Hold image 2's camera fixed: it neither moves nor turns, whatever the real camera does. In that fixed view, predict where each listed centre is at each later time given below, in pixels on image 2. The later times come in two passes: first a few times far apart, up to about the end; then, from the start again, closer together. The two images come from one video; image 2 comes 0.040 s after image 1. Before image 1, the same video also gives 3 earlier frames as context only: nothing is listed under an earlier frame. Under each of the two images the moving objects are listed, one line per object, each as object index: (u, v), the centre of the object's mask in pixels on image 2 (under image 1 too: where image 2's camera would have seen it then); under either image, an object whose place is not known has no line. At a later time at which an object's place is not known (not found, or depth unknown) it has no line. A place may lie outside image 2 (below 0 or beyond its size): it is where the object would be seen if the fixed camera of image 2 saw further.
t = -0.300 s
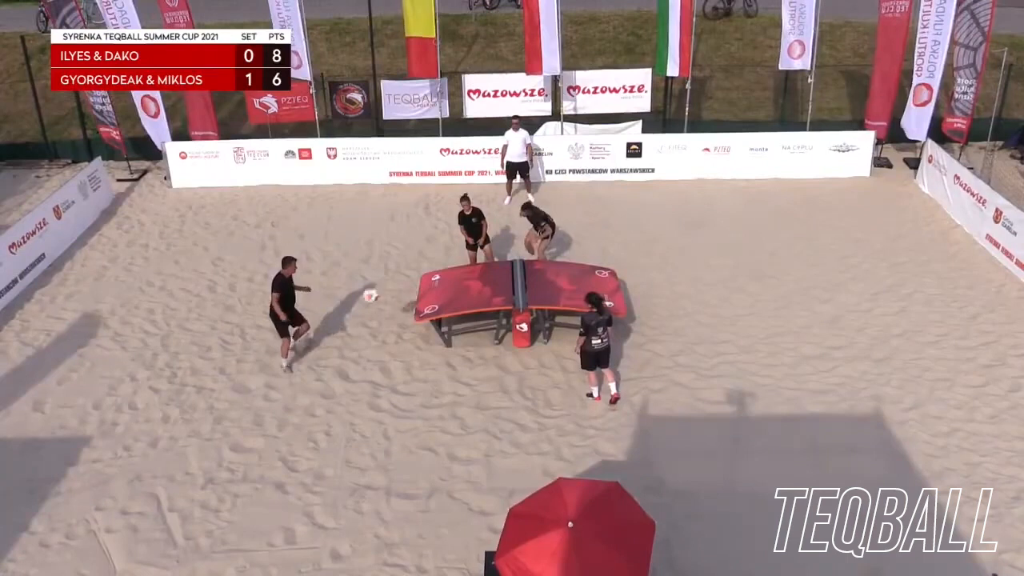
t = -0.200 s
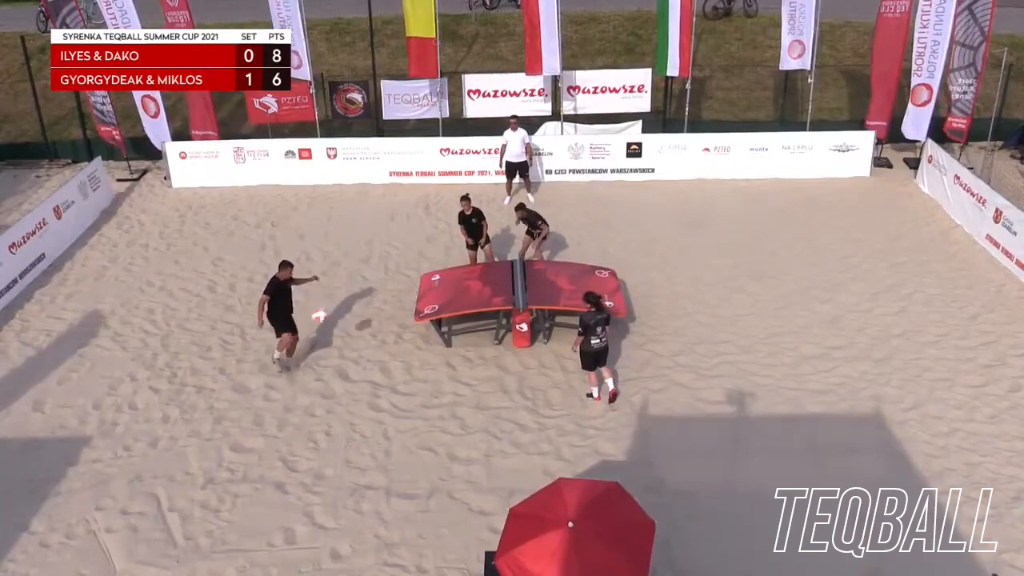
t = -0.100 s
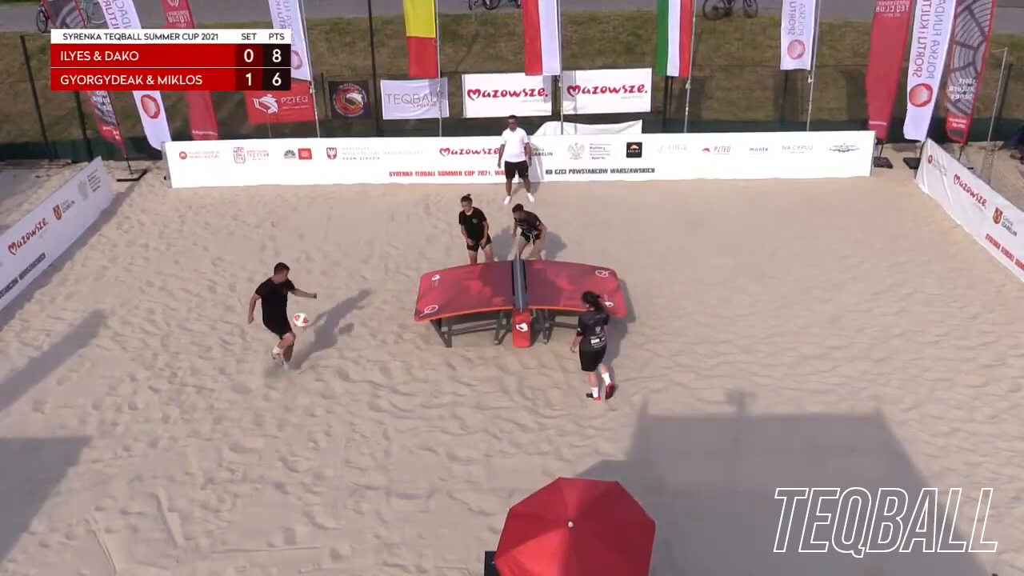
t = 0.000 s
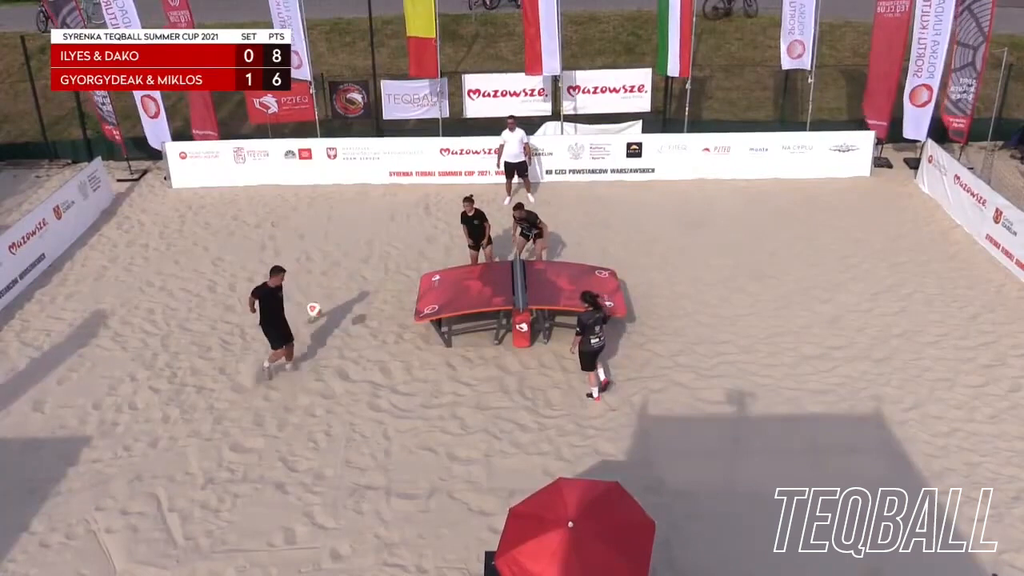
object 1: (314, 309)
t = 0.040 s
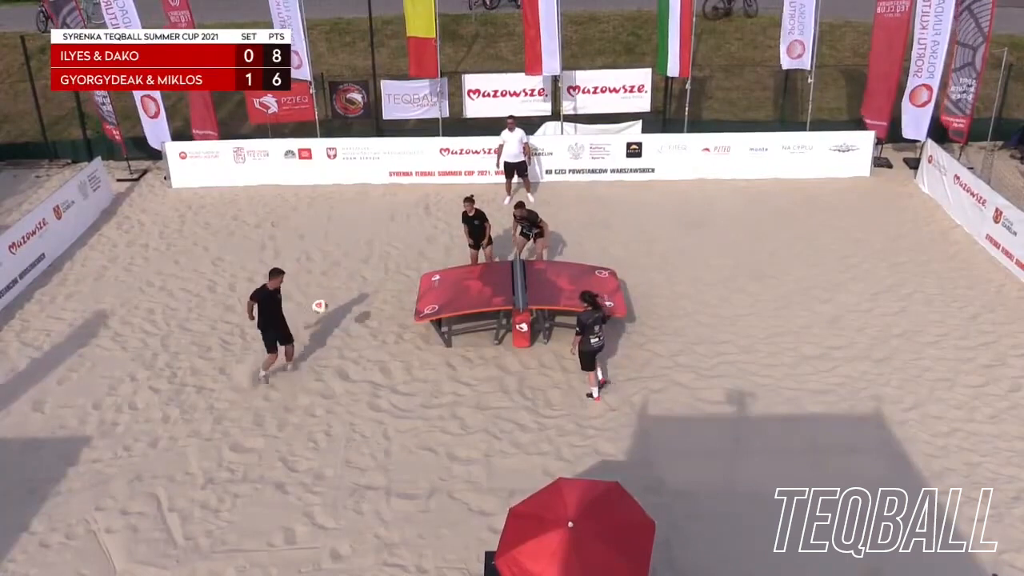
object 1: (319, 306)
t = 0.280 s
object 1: (352, 311)
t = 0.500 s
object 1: (371, 314)
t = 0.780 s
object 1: (384, 302)
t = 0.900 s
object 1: (387, 298)
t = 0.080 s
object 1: (325, 305)
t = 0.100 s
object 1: (328, 304)
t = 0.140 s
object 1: (334, 304)
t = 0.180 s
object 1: (338, 305)
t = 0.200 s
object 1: (341, 306)
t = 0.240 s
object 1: (347, 308)
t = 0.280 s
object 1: (352, 311)
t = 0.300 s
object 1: (355, 313)
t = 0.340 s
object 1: (360, 317)
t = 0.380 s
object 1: (365, 321)
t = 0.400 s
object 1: (367, 320)
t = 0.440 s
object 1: (369, 318)
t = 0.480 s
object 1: (371, 315)
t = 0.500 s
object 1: (371, 314)
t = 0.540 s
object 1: (373, 313)
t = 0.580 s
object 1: (375, 311)
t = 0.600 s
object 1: (377, 309)
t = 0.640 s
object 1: (378, 307)
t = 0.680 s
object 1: (380, 305)
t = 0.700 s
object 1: (380, 305)
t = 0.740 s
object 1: (383, 303)
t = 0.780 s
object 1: (384, 302)
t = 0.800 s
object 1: (384, 301)
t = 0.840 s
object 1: (385, 300)
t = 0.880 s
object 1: (387, 299)
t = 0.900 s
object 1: (387, 298)
